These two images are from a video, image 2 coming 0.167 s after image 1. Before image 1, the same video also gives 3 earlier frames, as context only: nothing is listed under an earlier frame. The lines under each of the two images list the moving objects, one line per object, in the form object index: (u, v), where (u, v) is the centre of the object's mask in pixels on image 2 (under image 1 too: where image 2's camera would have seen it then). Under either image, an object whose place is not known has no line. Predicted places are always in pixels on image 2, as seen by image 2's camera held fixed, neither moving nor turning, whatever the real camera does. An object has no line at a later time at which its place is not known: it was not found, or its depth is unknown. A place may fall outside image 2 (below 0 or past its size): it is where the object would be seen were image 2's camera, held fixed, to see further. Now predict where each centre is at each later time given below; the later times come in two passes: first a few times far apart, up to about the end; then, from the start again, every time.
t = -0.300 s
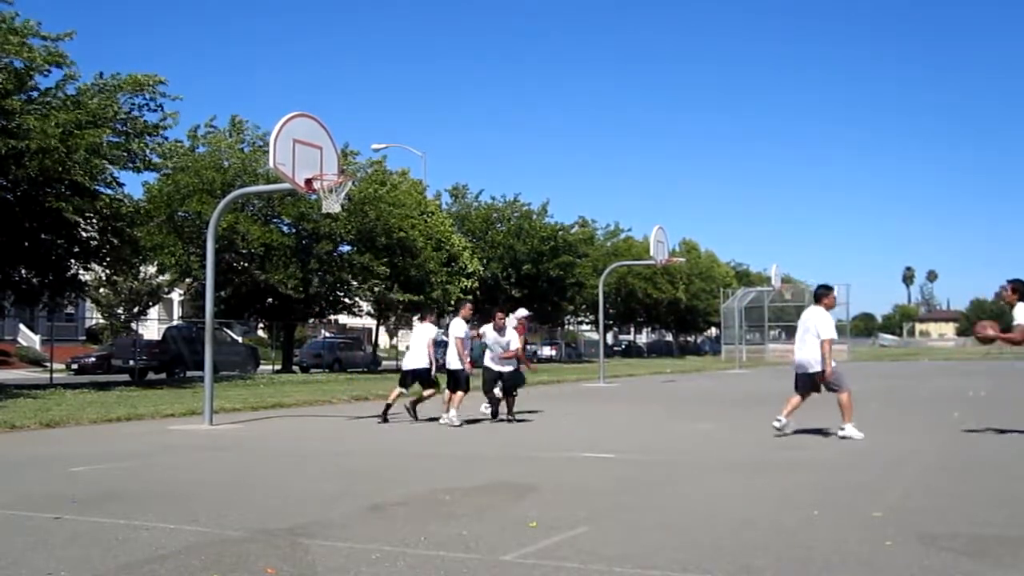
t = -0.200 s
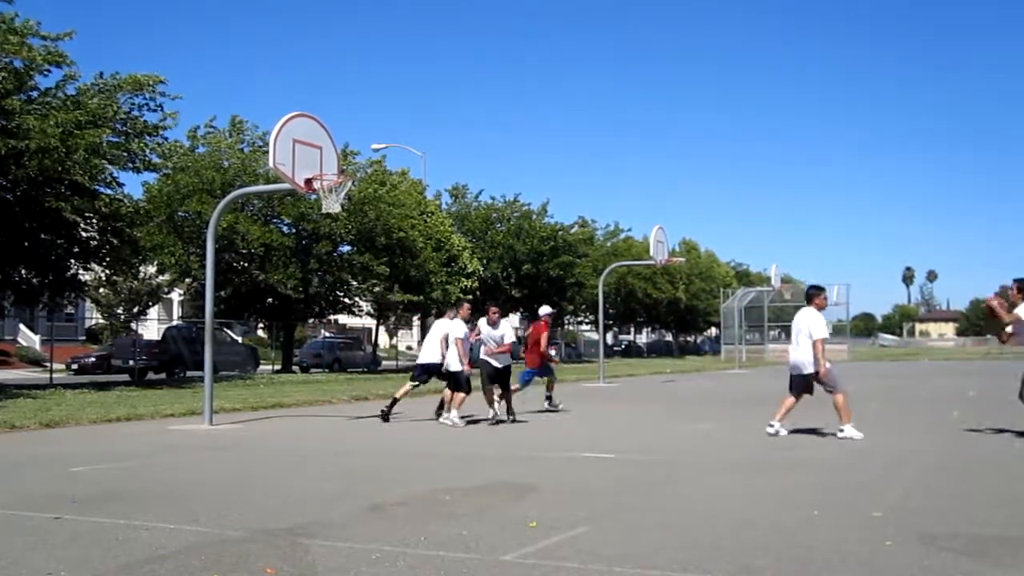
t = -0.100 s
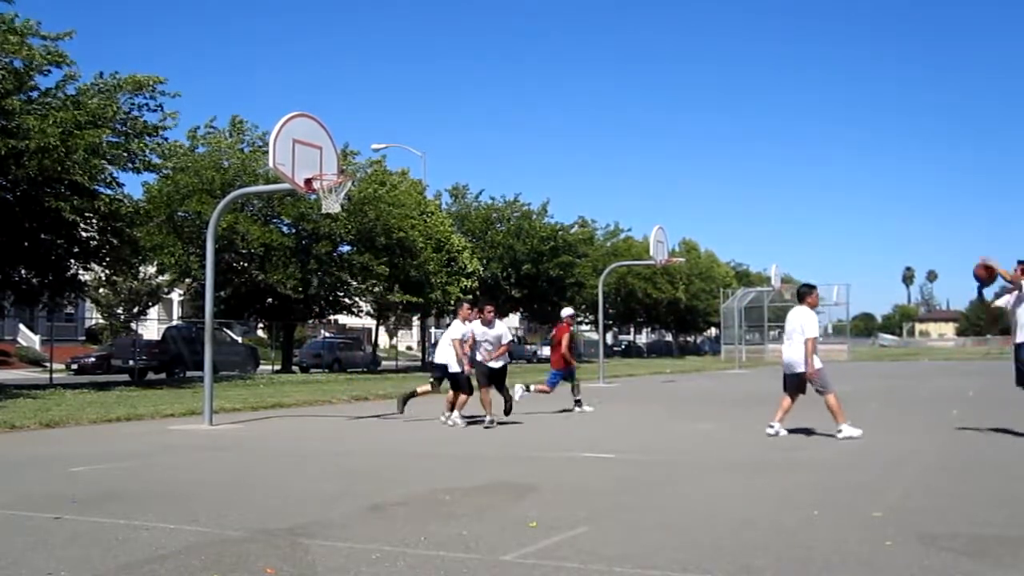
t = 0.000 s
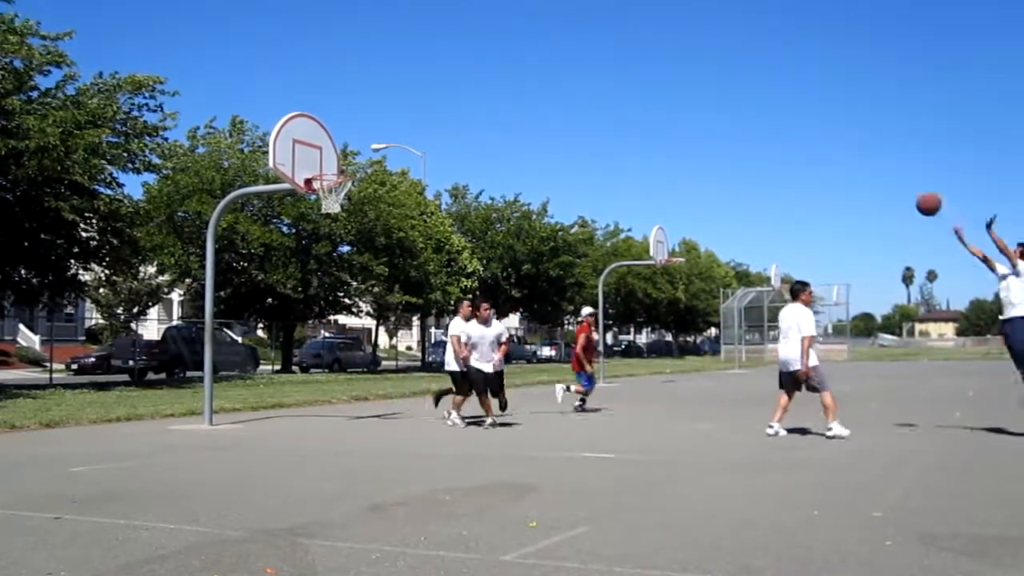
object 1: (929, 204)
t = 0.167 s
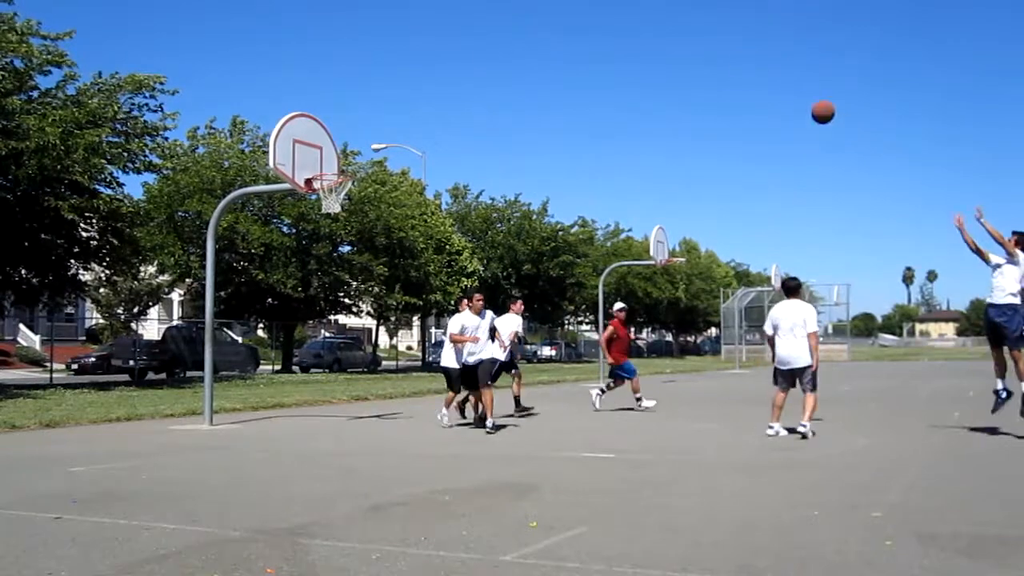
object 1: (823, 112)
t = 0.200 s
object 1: (802, 98)
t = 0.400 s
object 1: (688, 36)
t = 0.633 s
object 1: (566, 14)
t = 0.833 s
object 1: (470, 34)
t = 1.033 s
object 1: (382, 86)
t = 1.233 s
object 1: (321, 160)
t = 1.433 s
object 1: (324, 160)
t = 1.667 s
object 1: (337, 137)
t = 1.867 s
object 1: (352, 150)
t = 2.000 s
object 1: (362, 172)
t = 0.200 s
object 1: (802, 98)
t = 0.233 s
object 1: (782, 84)
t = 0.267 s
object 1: (763, 72)
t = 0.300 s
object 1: (744, 61)
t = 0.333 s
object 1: (725, 52)
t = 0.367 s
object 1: (706, 43)
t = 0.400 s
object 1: (688, 36)
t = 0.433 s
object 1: (670, 29)
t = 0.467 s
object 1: (652, 24)
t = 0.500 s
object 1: (634, 20)
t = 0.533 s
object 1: (617, 17)
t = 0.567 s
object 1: (600, 15)
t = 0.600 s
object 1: (583, 14)
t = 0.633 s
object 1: (566, 14)
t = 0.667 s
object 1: (550, 15)
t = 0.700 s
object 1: (533, 17)
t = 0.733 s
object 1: (517, 20)
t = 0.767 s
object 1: (501, 24)
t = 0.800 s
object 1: (486, 28)
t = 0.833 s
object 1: (470, 34)
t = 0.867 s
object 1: (455, 41)
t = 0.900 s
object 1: (440, 48)
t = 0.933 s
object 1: (425, 57)
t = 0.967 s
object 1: (411, 65)
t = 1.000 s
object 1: (396, 75)
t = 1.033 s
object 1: (382, 86)
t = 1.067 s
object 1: (368, 98)
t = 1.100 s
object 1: (354, 111)
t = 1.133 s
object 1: (340, 124)
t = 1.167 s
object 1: (327, 137)
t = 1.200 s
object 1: (314, 151)
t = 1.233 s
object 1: (321, 160)
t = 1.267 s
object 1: (332, 165)
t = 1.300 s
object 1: (338, 174)
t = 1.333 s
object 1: (335, 172)
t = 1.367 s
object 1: (331, 170)
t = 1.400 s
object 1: (327, 165)
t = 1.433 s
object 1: (324, 160)
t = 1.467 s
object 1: (322, 155)
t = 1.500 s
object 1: (325, 149)
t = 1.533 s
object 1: (327, 146)
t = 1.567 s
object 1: (330, 142)
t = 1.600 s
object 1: (333, 139)
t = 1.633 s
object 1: (335, 138)
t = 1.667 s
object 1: (337, 137)
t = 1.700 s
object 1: (340, 137)
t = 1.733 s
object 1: (342, 138)
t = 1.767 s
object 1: (344, 139)
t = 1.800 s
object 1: (347, 142)
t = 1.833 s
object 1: (349, 145)
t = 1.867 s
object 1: (352, 150)
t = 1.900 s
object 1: (354, 155)
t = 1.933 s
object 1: (357, 161)
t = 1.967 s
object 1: (360, 168)
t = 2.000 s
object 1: (362, 172)
